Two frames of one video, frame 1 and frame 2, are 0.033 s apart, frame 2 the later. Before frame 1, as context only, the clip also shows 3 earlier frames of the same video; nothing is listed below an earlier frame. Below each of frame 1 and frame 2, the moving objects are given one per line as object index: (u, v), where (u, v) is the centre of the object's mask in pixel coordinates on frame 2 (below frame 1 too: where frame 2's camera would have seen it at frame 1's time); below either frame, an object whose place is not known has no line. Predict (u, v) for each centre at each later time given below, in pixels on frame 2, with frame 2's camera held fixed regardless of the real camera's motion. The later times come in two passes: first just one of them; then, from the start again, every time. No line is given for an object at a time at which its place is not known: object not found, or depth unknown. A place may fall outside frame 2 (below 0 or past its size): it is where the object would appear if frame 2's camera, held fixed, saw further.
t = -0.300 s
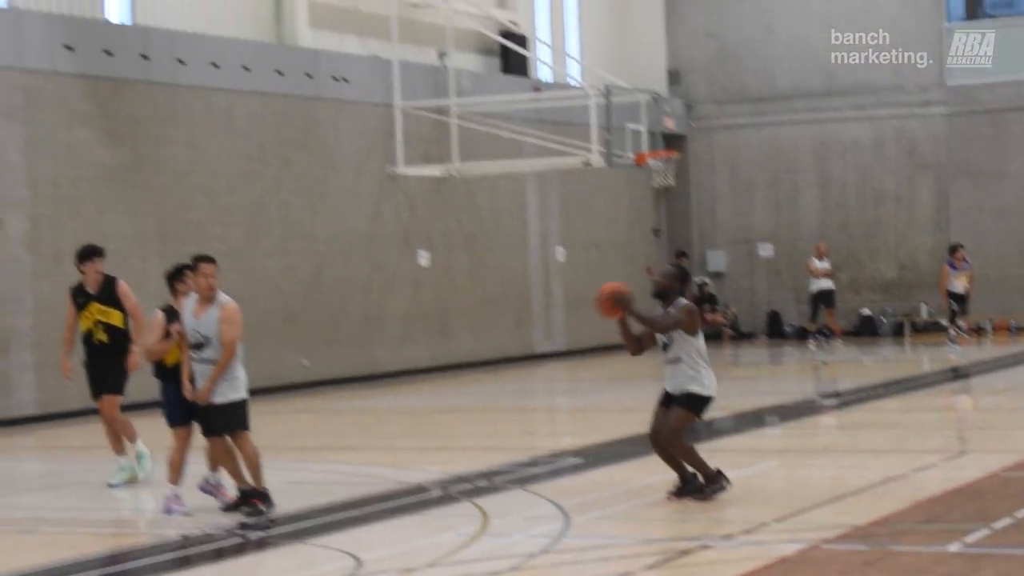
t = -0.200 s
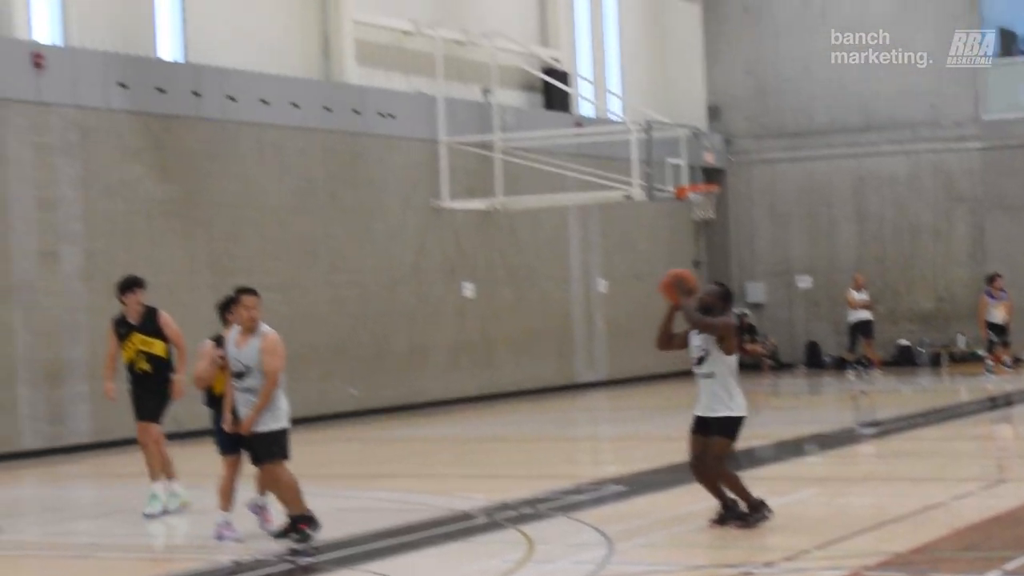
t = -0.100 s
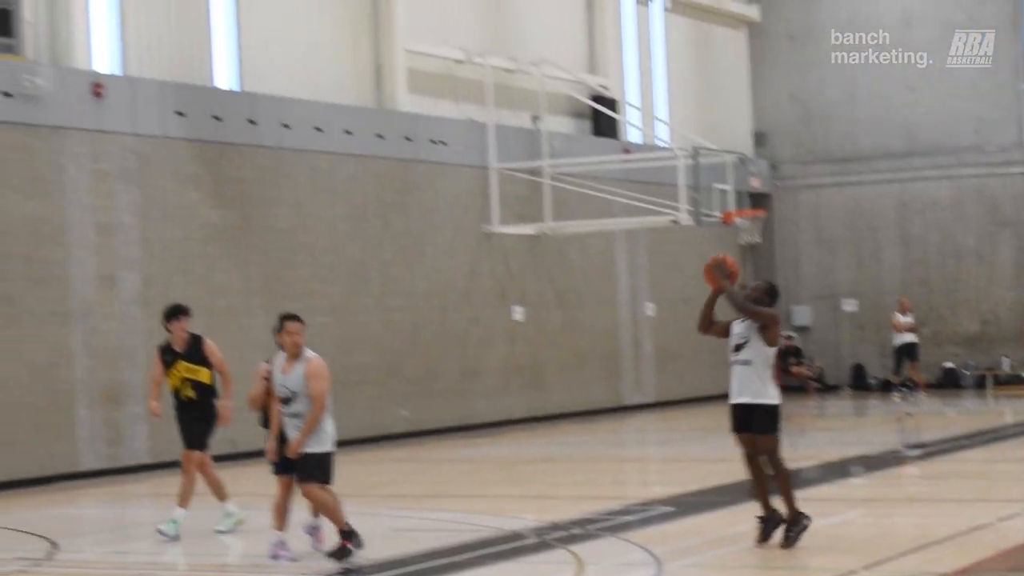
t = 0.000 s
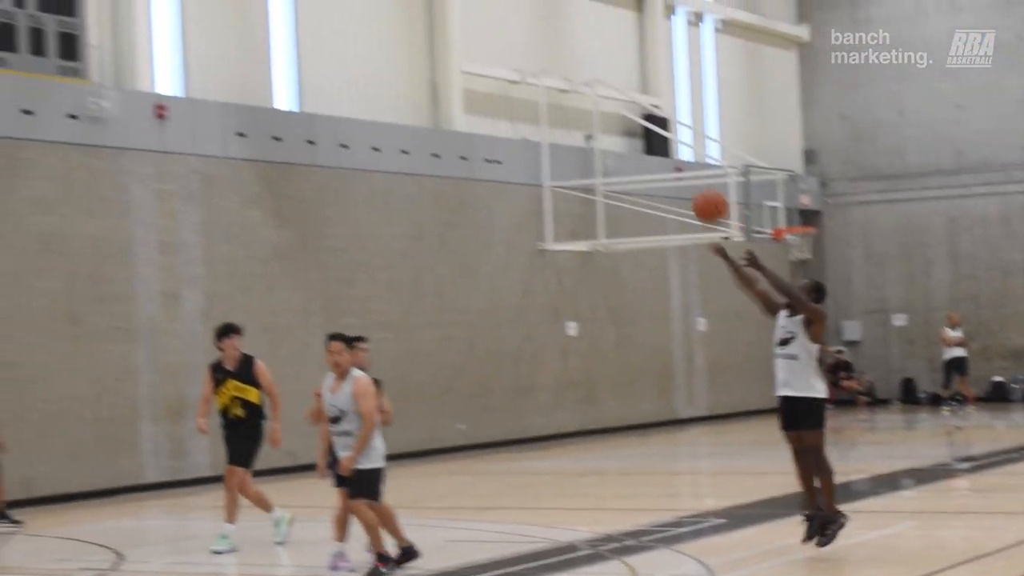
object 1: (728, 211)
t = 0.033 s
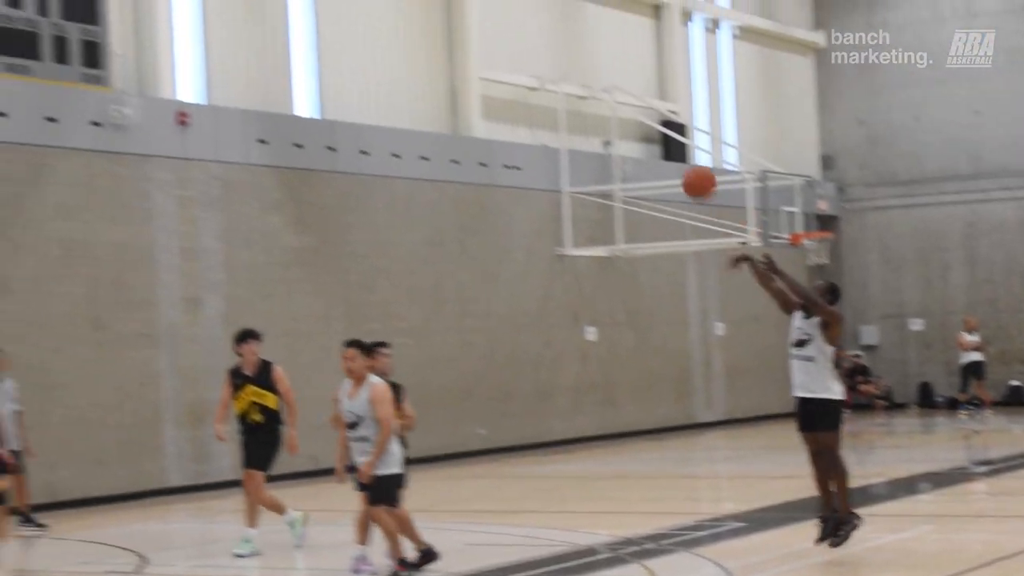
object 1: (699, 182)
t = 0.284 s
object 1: (485, 12)
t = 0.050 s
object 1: (683, 168)
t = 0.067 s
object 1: (669, 155)
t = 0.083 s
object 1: (655, 142)
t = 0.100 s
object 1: (641, 128)
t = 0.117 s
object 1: (626, 117)
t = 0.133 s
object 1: (611, 104)
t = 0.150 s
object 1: (597, 93)
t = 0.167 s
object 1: (583, 83)
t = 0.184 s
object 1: (569, 71)
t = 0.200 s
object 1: (555, 61)
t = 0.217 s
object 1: (541, 50)
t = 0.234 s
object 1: (527, 40)
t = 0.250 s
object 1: (513, 30)
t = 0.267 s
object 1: (499, 21)
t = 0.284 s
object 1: (485, 12)
